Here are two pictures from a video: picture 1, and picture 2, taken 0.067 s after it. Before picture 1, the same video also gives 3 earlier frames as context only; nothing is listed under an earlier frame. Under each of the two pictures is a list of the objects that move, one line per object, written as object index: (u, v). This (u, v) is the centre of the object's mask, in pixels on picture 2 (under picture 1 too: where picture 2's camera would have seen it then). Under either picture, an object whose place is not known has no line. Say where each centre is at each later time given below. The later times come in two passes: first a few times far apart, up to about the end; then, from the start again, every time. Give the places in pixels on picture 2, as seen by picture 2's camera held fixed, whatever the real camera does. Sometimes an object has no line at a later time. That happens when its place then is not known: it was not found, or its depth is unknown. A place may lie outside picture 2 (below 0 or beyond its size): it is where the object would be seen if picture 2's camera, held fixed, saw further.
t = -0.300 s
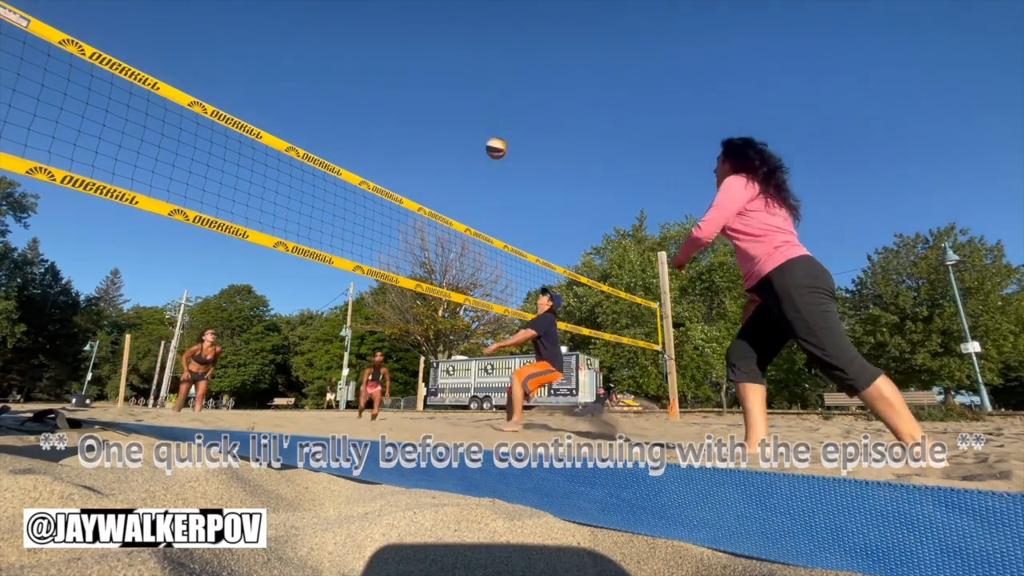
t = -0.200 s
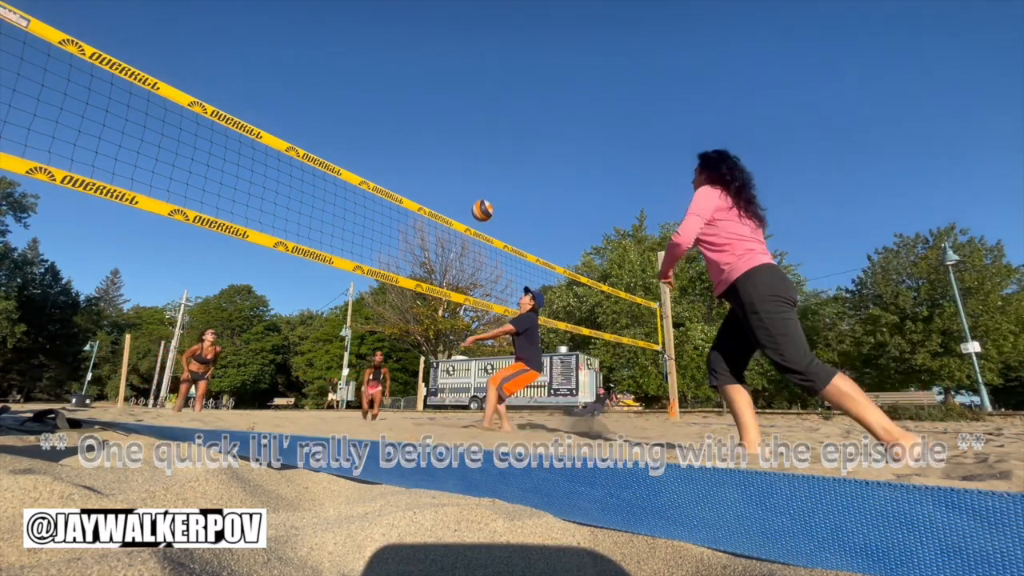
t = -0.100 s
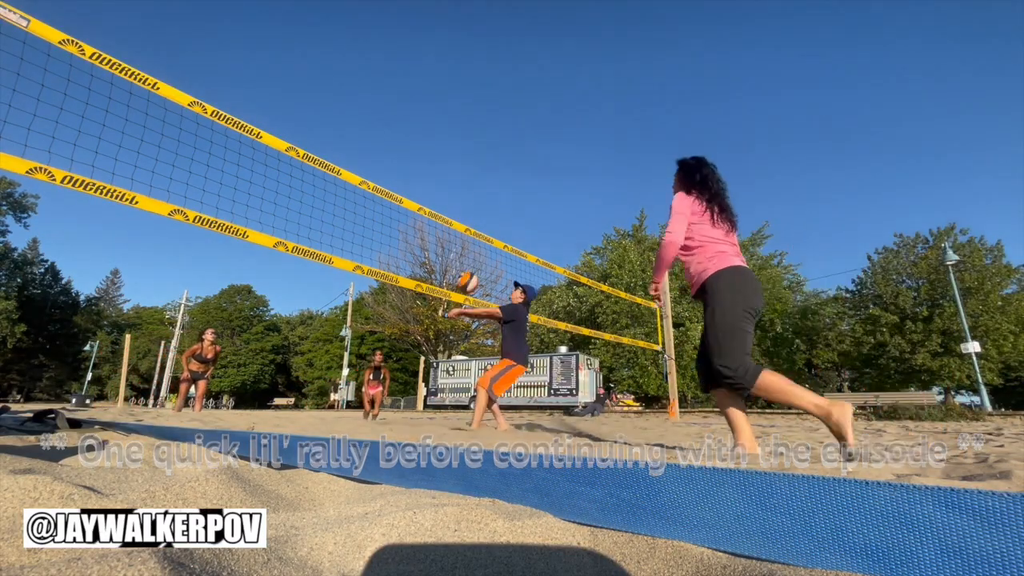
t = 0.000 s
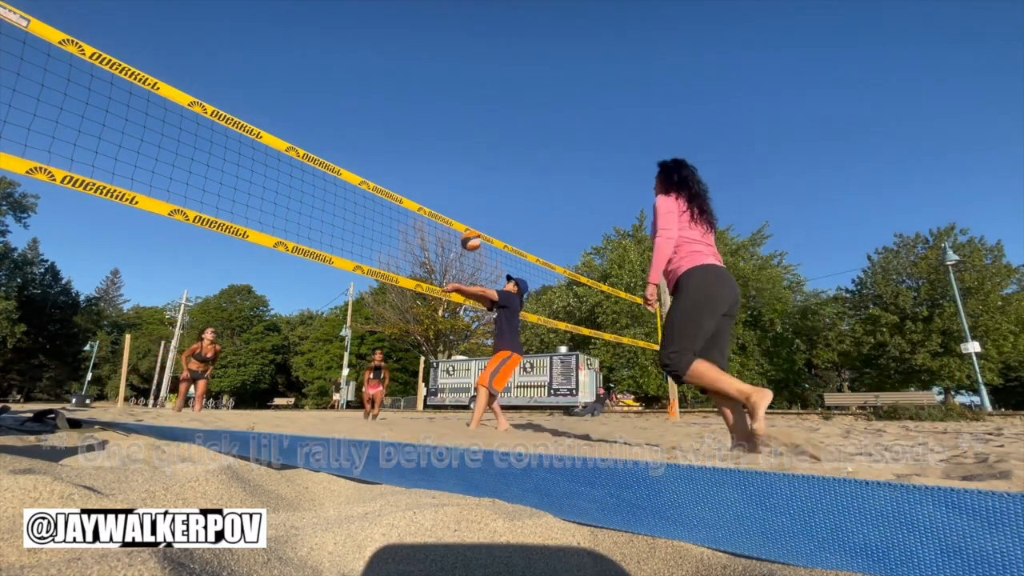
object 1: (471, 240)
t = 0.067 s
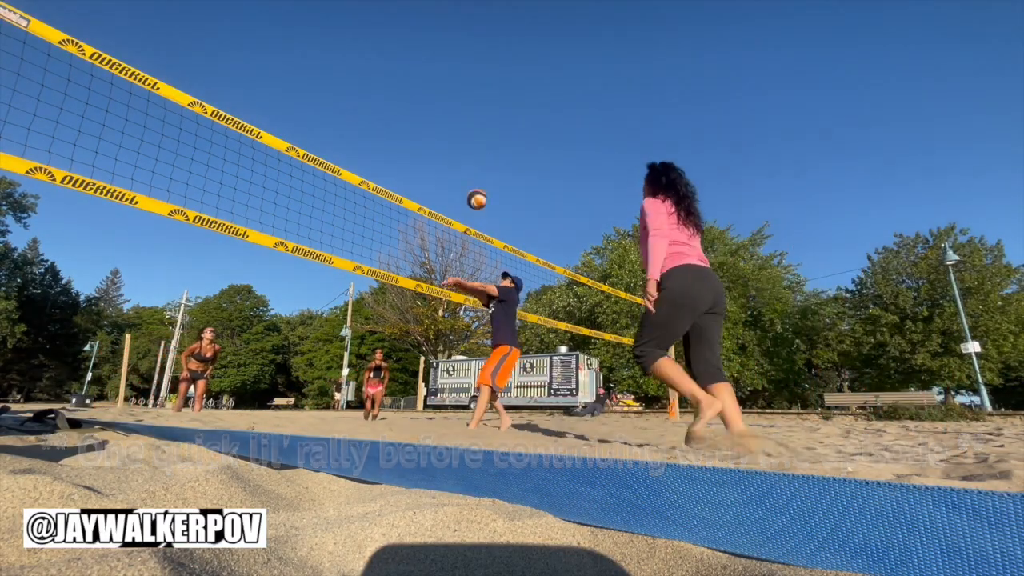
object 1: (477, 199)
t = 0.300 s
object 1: (494, 93)
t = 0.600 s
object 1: (514, 29)
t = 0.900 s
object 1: (532, 30)
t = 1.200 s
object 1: (549, 101)
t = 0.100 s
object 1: (479, 181)
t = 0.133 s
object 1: (482, 163)
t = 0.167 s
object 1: (484, 147)
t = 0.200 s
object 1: (487, 132)
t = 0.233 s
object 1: (489, 118)
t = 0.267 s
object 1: (492, 105)
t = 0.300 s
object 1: (494, 93)
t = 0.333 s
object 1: (497, 82)
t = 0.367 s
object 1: (499, 73)
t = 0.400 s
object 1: (501, 64)
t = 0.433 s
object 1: (503, 56)
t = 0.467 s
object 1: (505, 49)
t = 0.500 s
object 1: (508, 43)
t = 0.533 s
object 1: (510, 37)
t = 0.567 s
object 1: (512, 33)
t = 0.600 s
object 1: (514, 29)
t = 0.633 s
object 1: (516, 26)
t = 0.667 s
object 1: (518, 24)
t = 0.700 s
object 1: (520, 23)
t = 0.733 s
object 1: (522, 22)
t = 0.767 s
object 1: (524, 22)
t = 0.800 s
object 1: (526, 23)
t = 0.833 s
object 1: (528, 24)
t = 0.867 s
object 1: (529, 27)
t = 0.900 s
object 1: (532, 30)
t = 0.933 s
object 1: (534, 34)
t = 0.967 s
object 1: (536, 40)
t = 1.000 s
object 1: (537, 45)
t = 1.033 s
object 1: (540, 52)
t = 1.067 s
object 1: (542, 60)
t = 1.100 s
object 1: (543, 69)
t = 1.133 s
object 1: (546, 79)
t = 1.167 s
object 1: (548, 89)
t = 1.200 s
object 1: (549, 101)
